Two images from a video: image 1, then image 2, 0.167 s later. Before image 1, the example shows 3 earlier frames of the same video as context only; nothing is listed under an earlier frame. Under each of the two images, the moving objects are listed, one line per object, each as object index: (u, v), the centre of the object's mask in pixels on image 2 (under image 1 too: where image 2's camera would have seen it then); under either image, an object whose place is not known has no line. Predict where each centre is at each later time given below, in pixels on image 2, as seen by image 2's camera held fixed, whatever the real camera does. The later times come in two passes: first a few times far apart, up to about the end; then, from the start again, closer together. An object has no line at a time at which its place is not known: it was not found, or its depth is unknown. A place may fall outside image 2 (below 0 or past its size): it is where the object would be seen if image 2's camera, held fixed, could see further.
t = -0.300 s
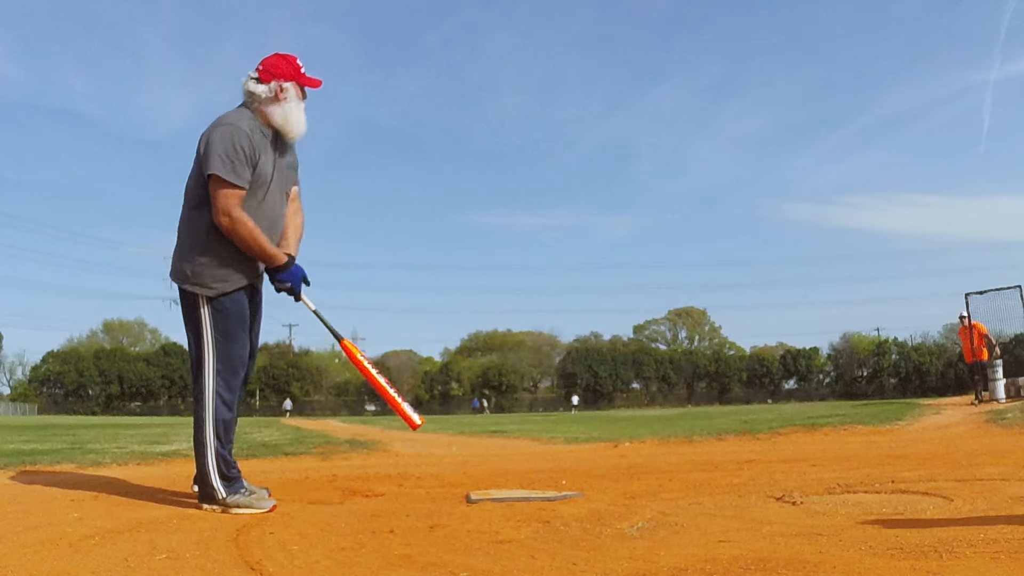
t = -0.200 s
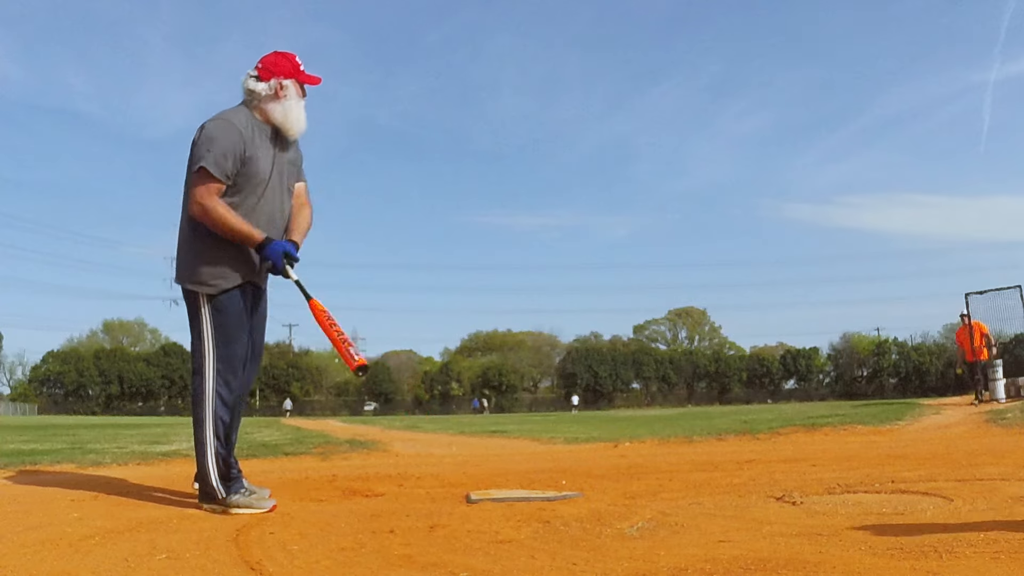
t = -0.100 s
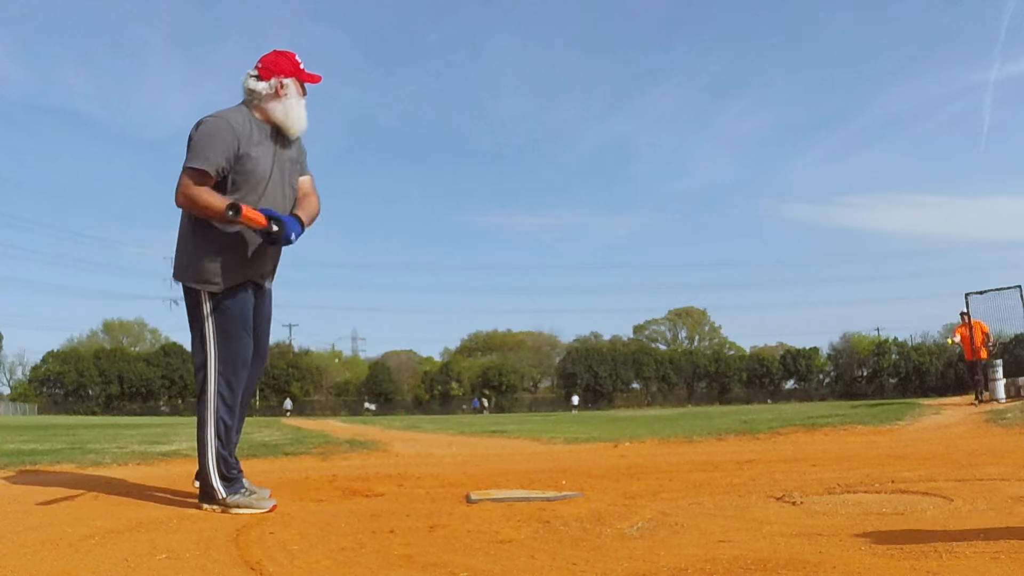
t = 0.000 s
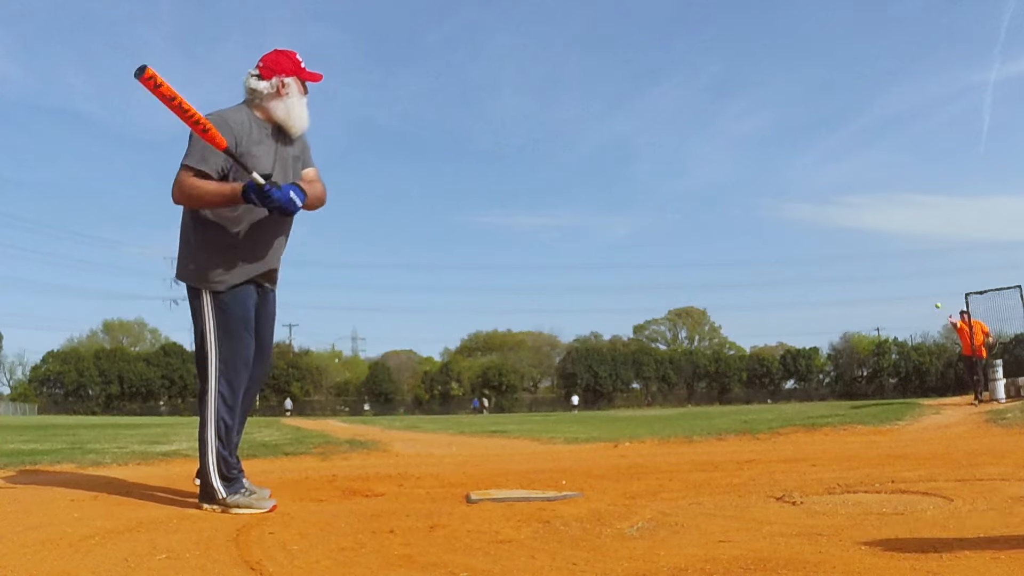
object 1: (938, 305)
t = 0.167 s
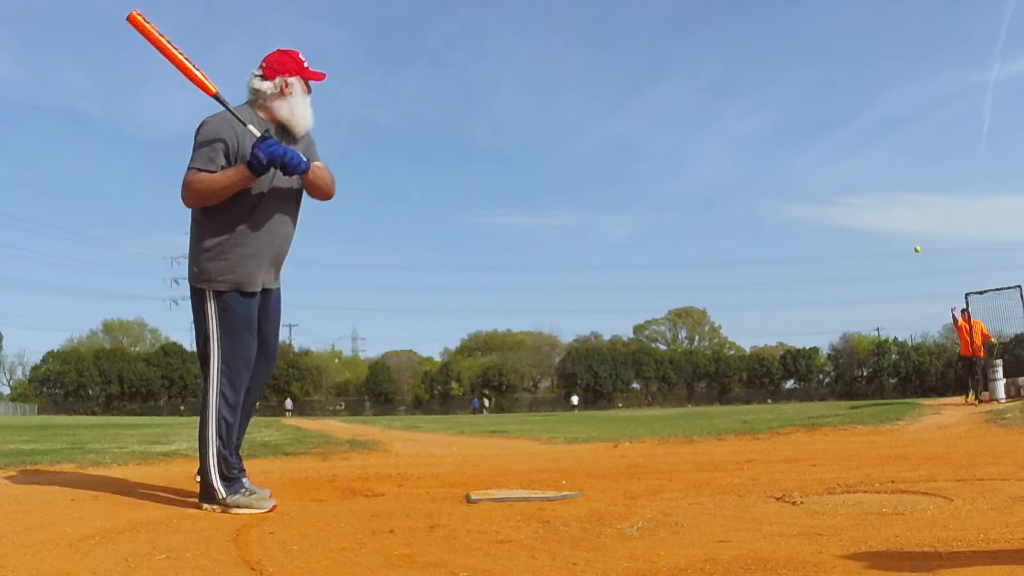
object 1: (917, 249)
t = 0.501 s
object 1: (862, 160)
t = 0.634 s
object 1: (832, 138)
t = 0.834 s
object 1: (771, 132)
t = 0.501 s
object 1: (862, 160)
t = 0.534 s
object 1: (855, 154)
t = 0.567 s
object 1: (848, 148)
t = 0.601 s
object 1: (840, 143)
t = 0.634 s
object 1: (832, 138)
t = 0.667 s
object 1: (823, 135)
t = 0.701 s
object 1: (814, 132)
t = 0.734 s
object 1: (804, 130)
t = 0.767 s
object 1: (794, 129)
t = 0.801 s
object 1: (782, 130)
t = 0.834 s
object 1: (771, 132)
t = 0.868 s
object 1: (757, 135)
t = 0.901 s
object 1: (743, 141)
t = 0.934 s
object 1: (727, 148)
